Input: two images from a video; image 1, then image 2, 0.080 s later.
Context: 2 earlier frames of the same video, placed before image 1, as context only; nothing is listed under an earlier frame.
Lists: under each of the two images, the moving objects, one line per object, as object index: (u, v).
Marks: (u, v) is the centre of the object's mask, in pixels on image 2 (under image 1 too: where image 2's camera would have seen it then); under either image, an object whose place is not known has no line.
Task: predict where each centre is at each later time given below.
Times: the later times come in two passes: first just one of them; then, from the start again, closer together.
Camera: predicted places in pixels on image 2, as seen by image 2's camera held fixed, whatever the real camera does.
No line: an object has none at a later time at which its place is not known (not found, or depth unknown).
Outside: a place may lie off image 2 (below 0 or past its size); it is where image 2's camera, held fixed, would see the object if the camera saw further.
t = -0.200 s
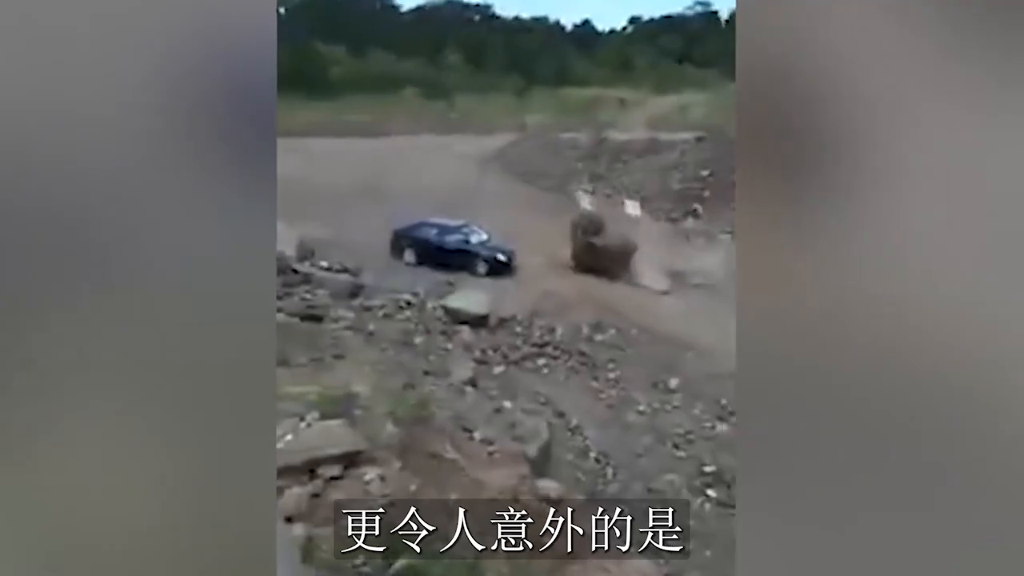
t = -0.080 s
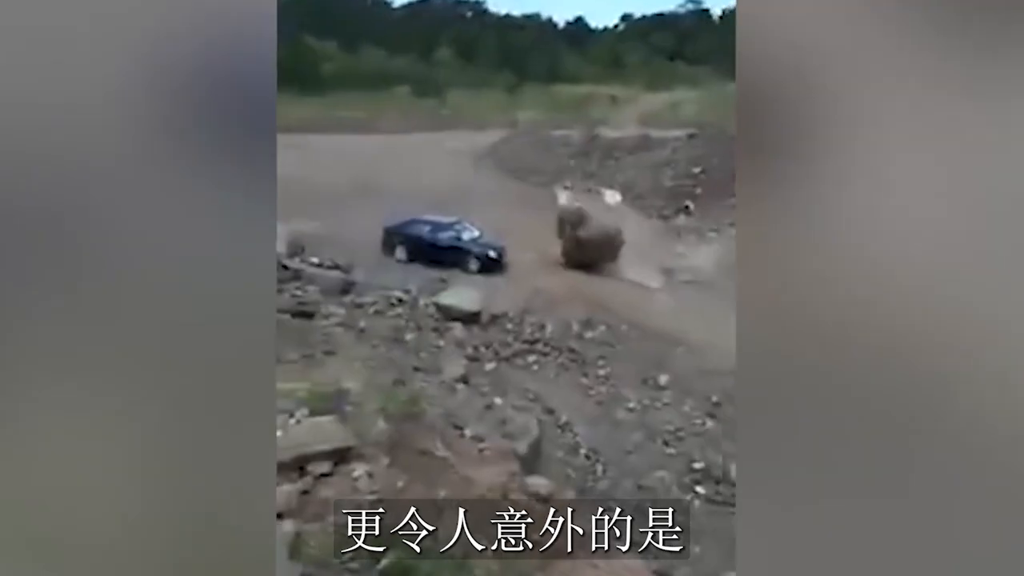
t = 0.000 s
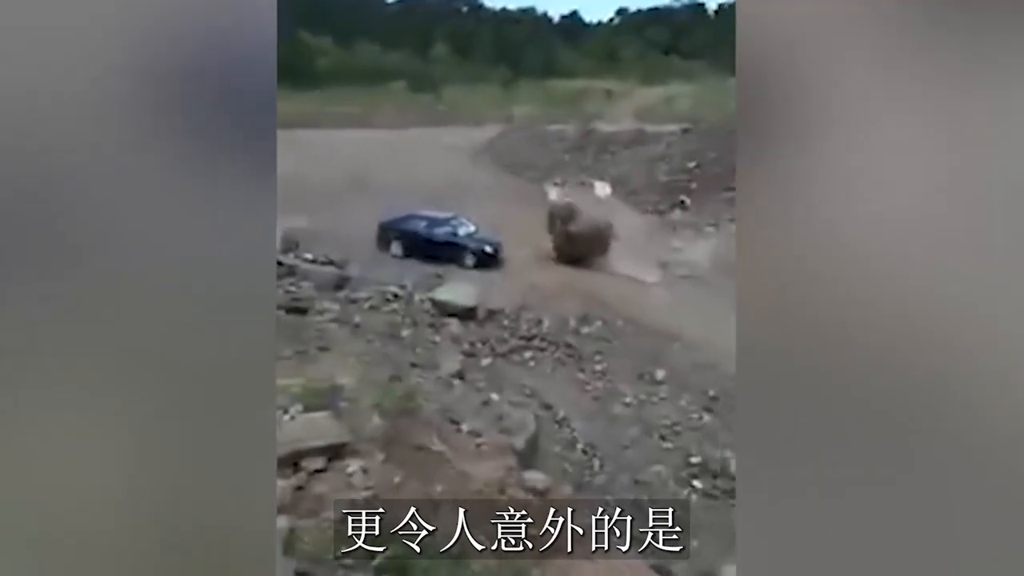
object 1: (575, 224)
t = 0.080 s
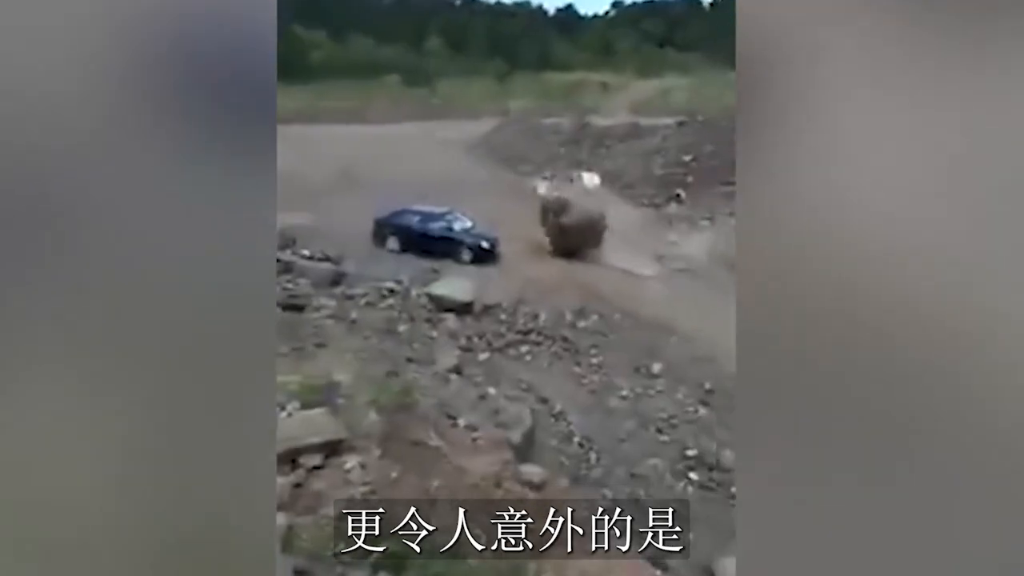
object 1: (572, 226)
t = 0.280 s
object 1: (562, 225)
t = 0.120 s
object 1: (570, 225)
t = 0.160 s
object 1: (568, 224)
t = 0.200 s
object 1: (566, 224)
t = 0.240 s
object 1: (563, 224)
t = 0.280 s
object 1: (562, 225)
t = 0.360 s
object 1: (561, 224)
